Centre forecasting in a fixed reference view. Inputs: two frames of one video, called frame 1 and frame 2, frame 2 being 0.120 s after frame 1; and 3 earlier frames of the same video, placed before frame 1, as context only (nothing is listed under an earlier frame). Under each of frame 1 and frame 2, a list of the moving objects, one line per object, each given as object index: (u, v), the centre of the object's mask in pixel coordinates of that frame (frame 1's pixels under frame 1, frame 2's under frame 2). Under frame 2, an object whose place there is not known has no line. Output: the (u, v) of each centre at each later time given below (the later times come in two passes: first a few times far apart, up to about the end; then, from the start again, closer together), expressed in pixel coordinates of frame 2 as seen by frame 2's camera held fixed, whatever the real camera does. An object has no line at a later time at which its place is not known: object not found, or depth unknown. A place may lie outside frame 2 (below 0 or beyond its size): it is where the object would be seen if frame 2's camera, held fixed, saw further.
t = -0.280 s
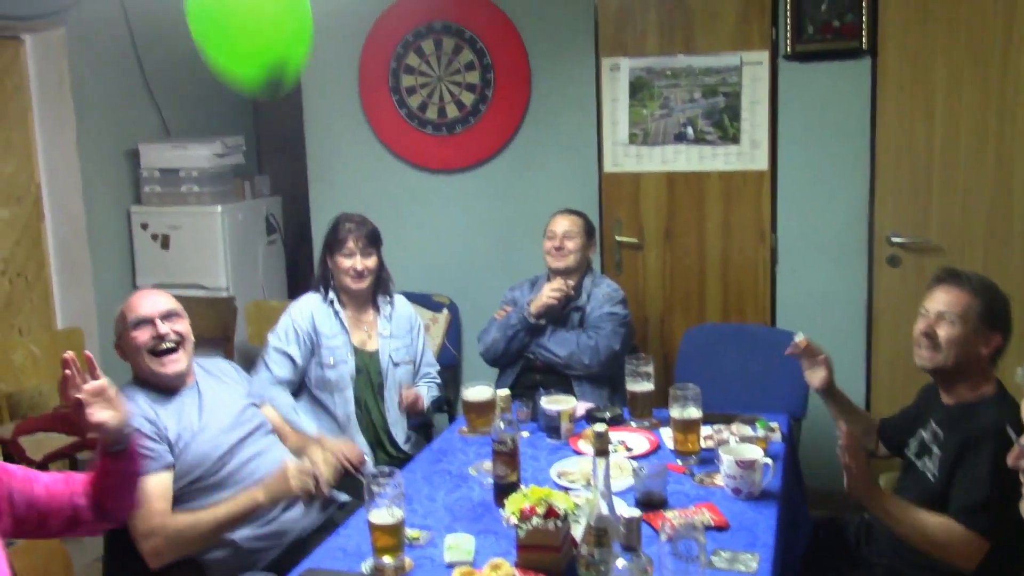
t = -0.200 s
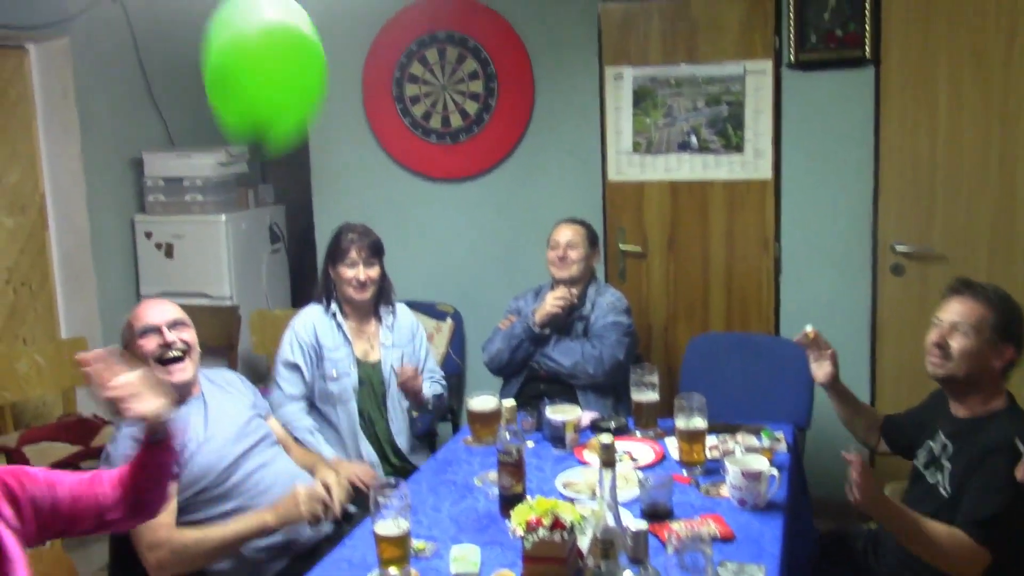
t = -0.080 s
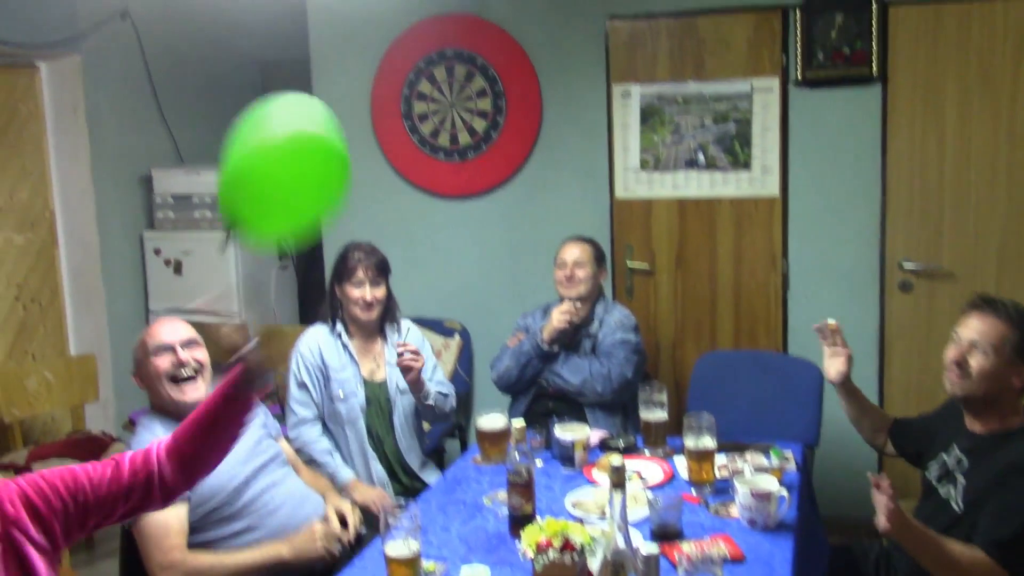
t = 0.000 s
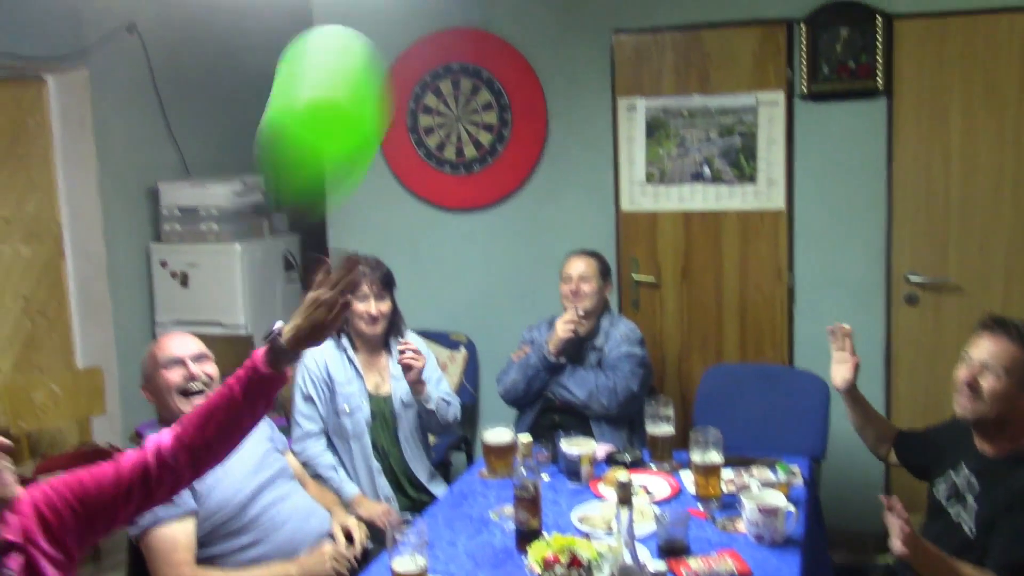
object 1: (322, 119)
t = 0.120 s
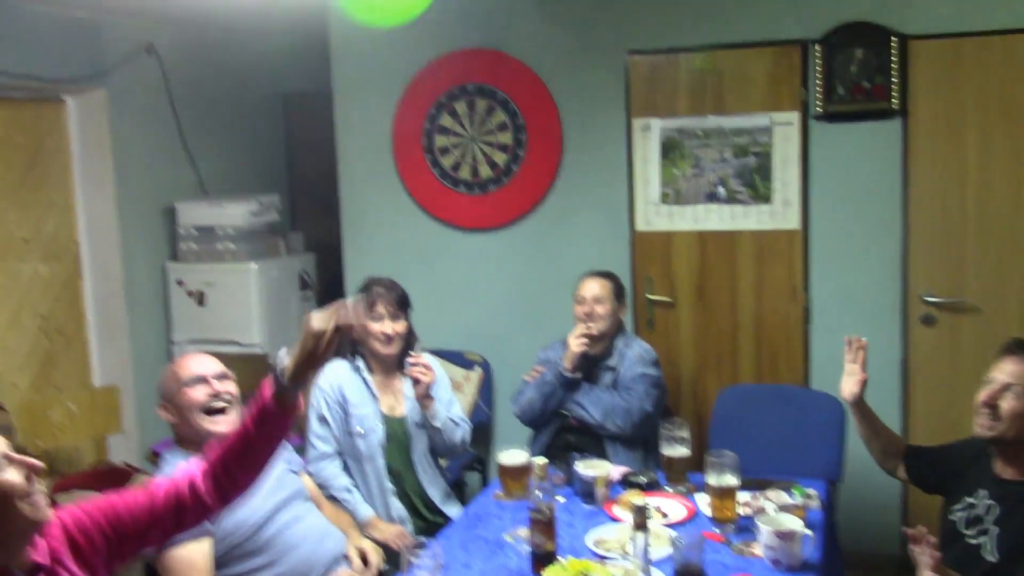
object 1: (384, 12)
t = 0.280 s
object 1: (438, -4)
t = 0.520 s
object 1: (457, 161)
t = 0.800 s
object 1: (490, 375)
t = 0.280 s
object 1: (438, -4)
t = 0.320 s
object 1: (440, 11)
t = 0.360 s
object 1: (443, 28)
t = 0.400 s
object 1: (447, 59)
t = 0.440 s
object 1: (451, 97)
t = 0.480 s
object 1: (454, 133)
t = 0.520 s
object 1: (457, 161)
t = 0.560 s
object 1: (459, 196)
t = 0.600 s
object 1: (463, 228)
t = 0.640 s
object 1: (467, 259)
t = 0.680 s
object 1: (472, 290)
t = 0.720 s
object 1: (477, 316)
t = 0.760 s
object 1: (483, 345)
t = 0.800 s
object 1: (490, 375)
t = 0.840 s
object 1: (496, 404)
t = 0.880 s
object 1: (502, 435)
